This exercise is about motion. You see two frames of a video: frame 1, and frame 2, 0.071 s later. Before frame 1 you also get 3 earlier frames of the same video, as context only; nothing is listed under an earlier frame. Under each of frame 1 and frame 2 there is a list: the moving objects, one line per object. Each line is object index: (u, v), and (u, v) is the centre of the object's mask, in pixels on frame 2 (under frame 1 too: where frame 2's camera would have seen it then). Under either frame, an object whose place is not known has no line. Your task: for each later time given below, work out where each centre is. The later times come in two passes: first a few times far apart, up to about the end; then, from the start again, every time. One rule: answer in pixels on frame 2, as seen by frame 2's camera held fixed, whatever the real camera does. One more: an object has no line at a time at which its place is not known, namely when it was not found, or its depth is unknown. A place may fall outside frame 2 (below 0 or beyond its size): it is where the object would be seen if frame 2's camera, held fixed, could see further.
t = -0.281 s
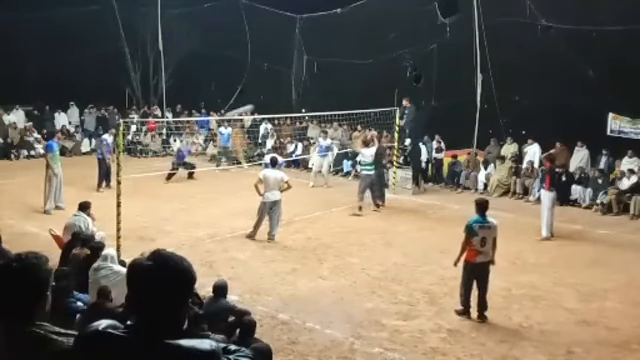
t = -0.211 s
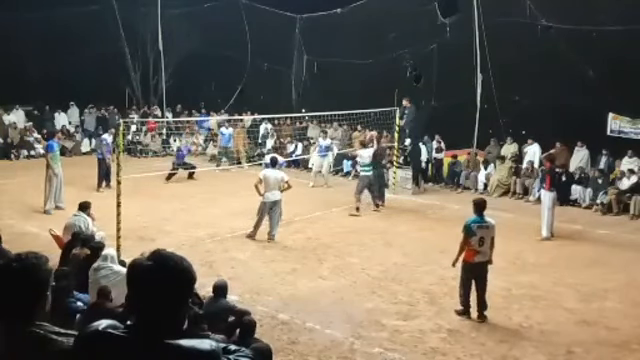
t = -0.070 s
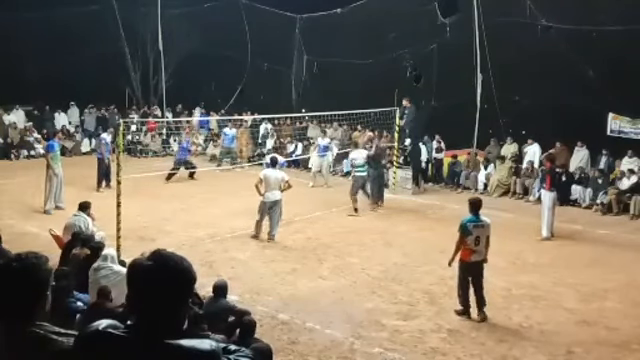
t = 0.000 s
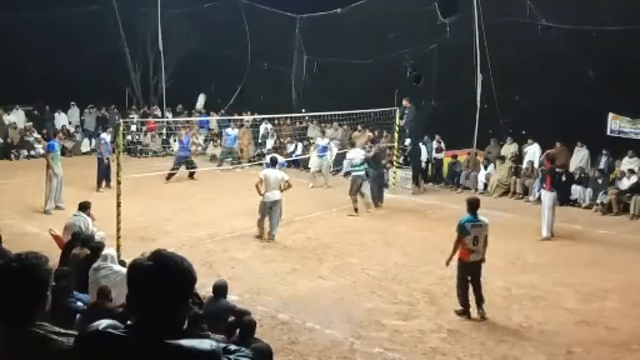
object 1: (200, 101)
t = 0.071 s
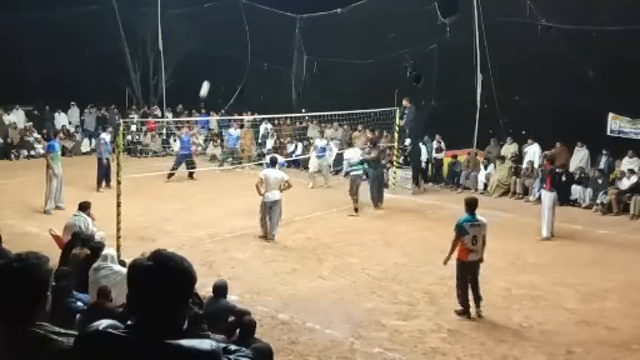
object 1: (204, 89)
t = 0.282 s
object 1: (216, 60)
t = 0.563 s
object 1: (234, 42)
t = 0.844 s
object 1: (254, 54)
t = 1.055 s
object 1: (269, 85)
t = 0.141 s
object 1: (208, 78)
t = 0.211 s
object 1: (212, 68)
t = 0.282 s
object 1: (216, 60)
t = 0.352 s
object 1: (221, 52)
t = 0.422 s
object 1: (225, 47)
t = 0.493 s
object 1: (230, 43)
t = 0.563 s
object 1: (234, 42)
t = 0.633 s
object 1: (239, 42)
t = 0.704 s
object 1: (244, 44)
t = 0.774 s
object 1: (249, 48)
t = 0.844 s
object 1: (254, 54)
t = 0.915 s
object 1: (259, 62)
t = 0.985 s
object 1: (264, 72)
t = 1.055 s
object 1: (269, 85)
